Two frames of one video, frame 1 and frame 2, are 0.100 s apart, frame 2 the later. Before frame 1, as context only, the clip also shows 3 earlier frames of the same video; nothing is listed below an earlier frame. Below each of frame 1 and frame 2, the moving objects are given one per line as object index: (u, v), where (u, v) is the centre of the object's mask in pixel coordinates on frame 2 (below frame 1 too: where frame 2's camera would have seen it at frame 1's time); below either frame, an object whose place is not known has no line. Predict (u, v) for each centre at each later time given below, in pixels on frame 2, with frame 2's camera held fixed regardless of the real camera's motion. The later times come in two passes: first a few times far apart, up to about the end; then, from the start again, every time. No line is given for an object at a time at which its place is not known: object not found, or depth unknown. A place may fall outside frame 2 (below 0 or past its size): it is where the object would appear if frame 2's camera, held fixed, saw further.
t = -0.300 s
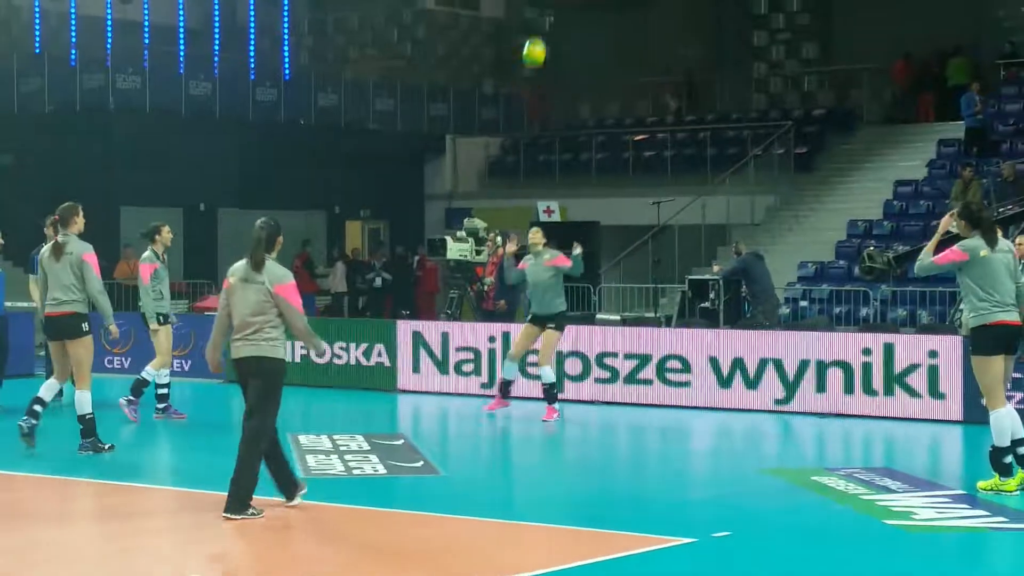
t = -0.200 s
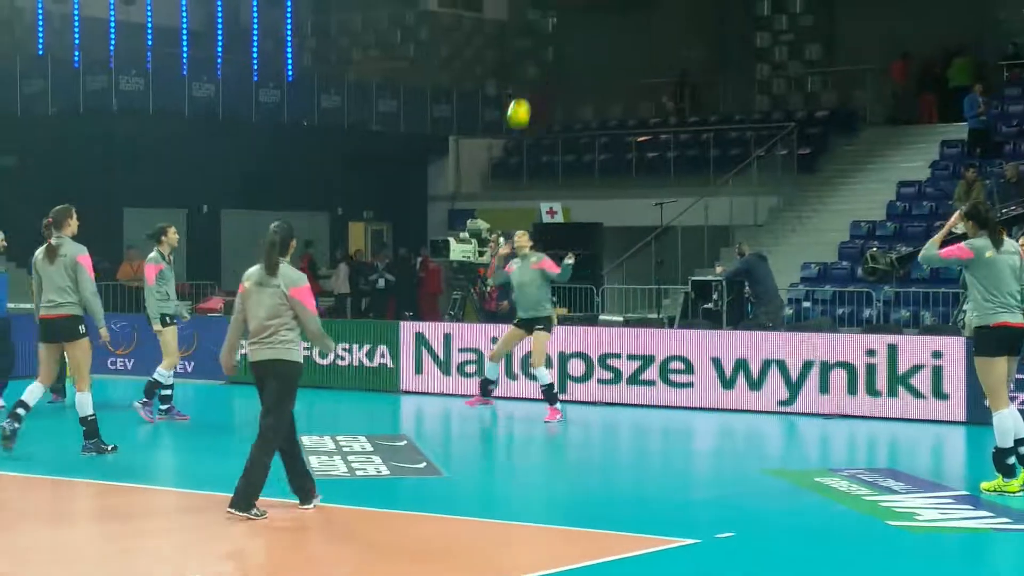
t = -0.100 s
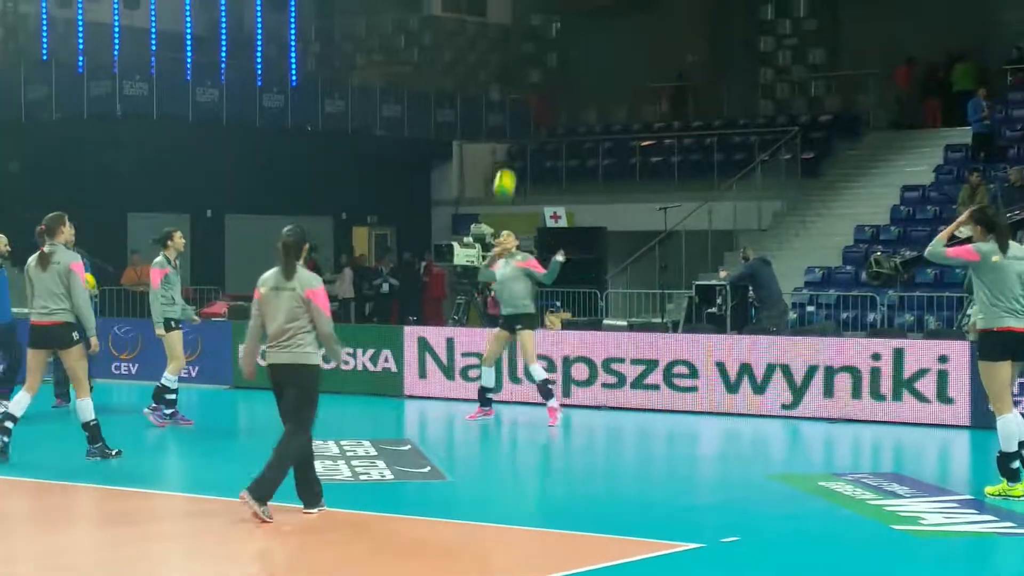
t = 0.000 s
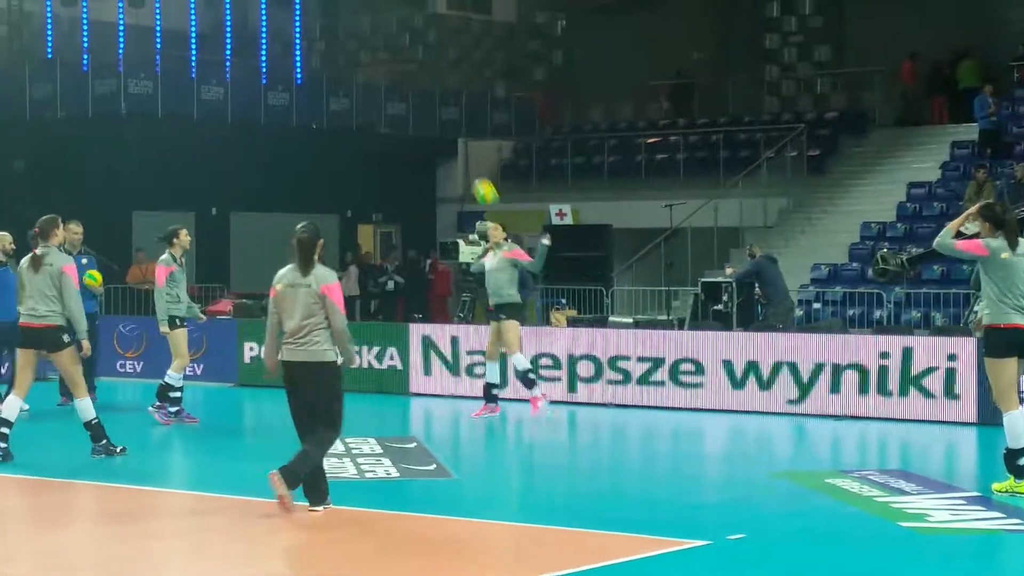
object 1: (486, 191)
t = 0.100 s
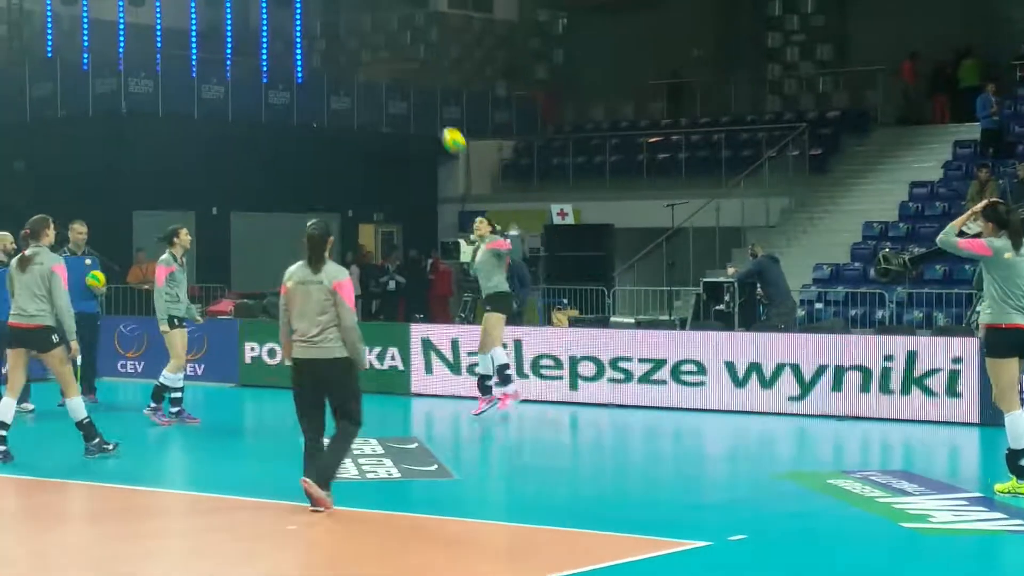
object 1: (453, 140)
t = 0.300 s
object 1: (388, 66)
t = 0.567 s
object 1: (303, 31)
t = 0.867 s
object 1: (211, 82)
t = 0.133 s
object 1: (442, 125)
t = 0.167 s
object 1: (431, 111)
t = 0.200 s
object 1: (420, 98)
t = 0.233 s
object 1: (409, 87)
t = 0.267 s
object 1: (399, 76)
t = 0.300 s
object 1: (388, 66)
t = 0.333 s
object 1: (377, 58)
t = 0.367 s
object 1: (367, 51)
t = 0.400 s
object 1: (356, 45)
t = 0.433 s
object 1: (346, 40)
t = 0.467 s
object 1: (335, 36)
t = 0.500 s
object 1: (325, 33)
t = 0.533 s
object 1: (314, 32)
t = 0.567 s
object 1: (303, 31)
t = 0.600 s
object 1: (293, 32)
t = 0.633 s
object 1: (282, 34)
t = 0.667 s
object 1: (273, 37)
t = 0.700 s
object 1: (262, 42)
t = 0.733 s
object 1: (251, 48)
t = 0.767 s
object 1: (242, 55)
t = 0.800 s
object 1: (231, 63)
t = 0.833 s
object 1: (221, 71)
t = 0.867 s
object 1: (211, 82)
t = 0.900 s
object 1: (200, 94)
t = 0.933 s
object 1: (190, 107)
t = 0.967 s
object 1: (180, 121)
